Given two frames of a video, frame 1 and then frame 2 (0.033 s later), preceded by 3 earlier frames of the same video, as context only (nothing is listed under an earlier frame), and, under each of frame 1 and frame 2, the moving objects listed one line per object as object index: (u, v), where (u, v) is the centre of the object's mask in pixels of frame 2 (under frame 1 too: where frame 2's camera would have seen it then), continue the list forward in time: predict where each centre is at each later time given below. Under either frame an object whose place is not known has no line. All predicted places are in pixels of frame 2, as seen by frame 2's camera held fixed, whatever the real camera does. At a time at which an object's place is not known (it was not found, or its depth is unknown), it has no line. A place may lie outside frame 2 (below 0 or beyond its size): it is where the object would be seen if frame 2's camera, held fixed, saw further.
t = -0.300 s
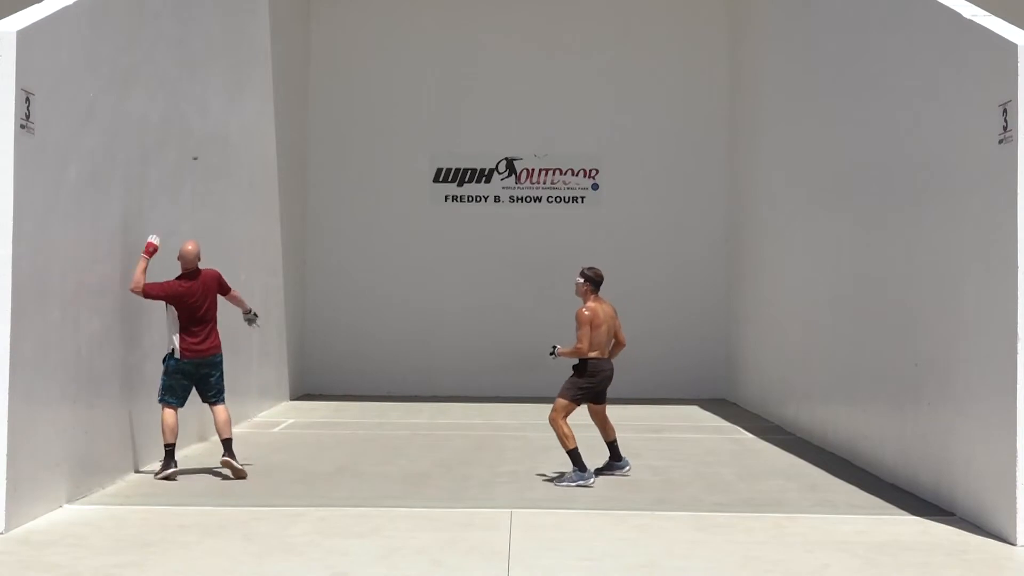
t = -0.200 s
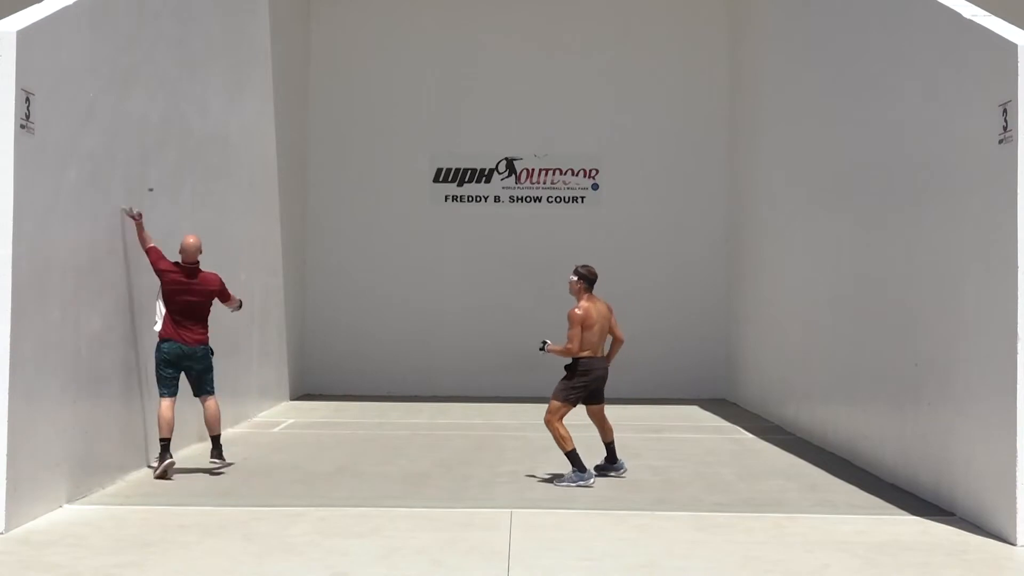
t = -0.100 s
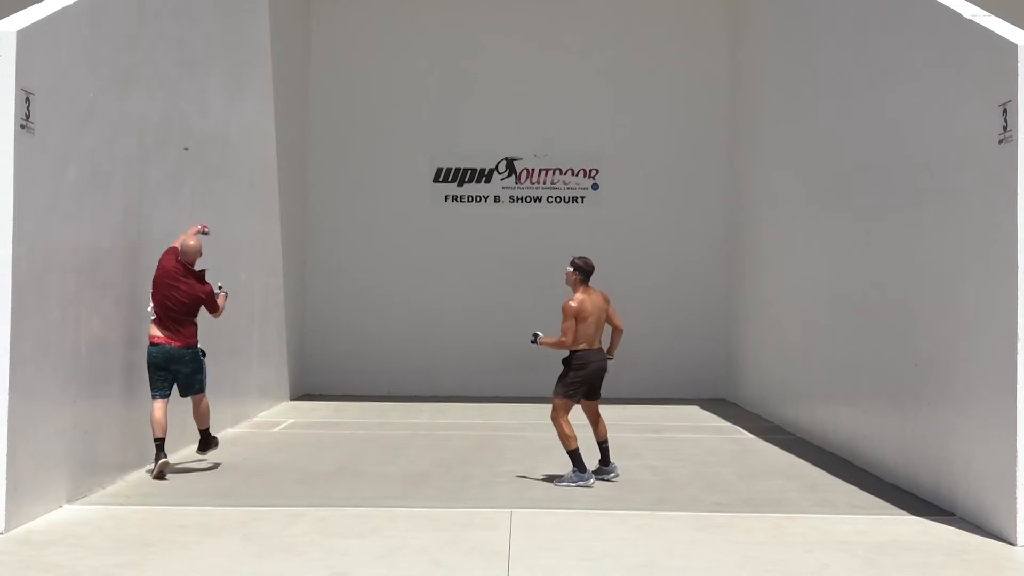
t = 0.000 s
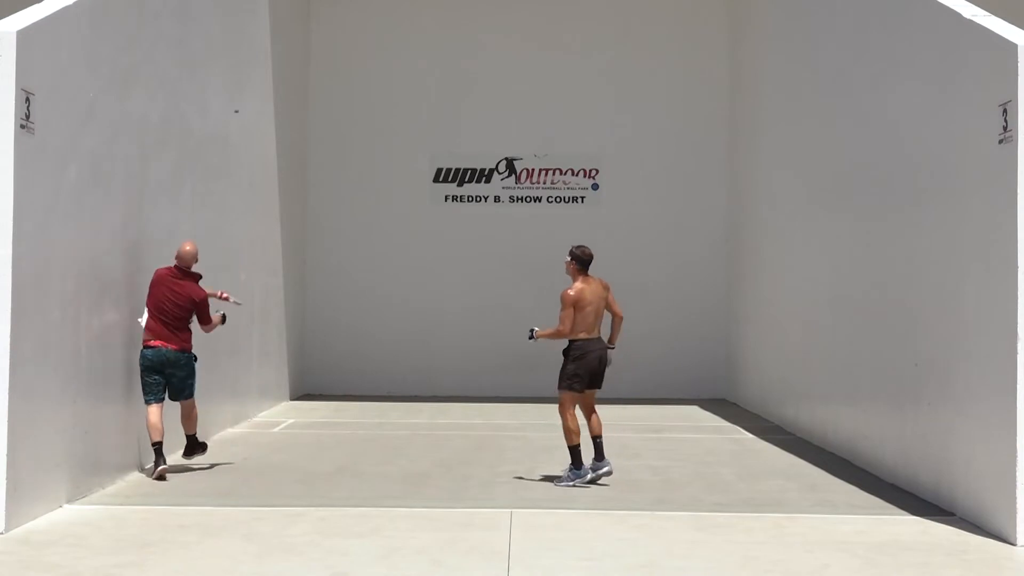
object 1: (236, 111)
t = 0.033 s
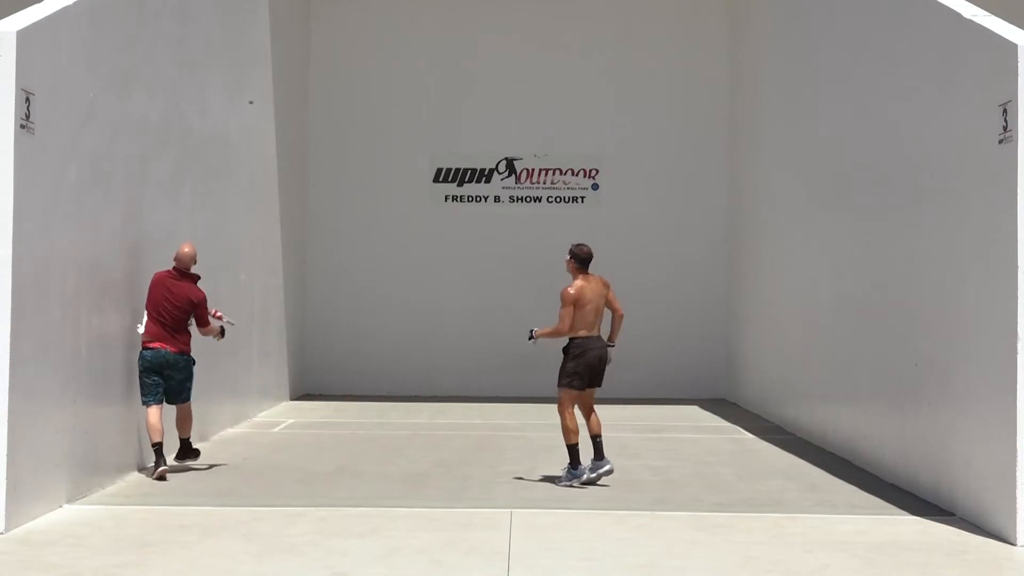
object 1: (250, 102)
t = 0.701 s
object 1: (398, 116)
